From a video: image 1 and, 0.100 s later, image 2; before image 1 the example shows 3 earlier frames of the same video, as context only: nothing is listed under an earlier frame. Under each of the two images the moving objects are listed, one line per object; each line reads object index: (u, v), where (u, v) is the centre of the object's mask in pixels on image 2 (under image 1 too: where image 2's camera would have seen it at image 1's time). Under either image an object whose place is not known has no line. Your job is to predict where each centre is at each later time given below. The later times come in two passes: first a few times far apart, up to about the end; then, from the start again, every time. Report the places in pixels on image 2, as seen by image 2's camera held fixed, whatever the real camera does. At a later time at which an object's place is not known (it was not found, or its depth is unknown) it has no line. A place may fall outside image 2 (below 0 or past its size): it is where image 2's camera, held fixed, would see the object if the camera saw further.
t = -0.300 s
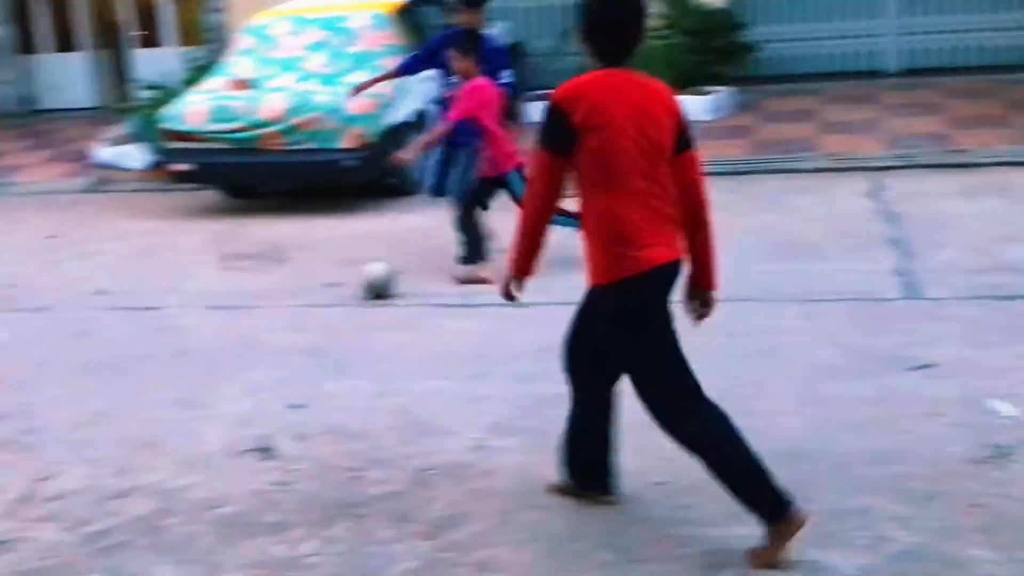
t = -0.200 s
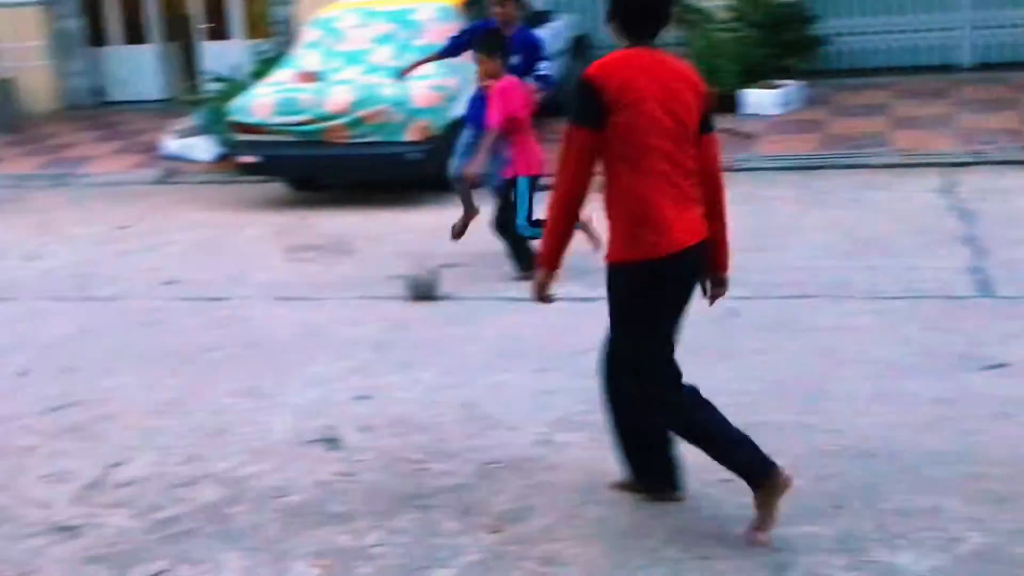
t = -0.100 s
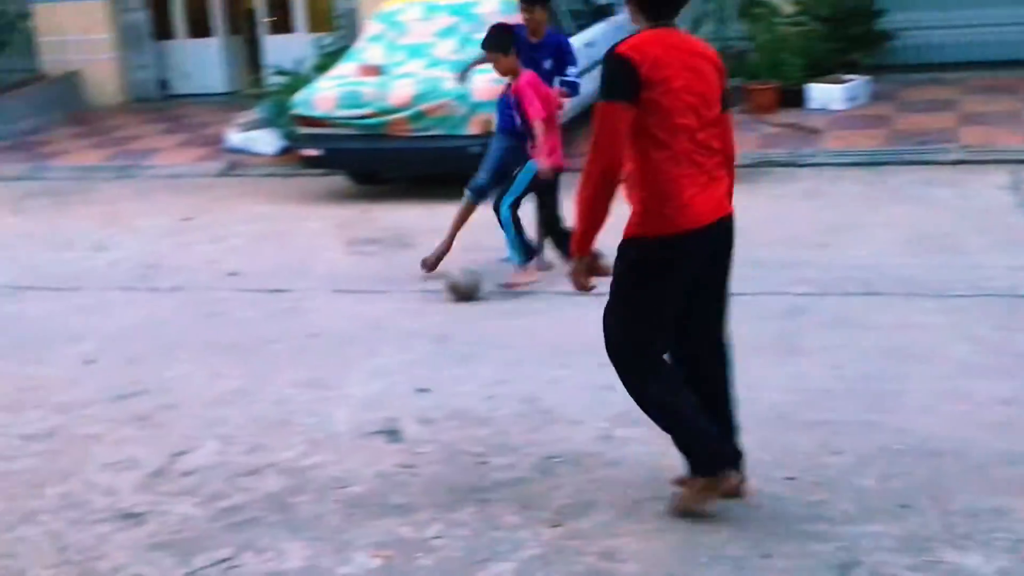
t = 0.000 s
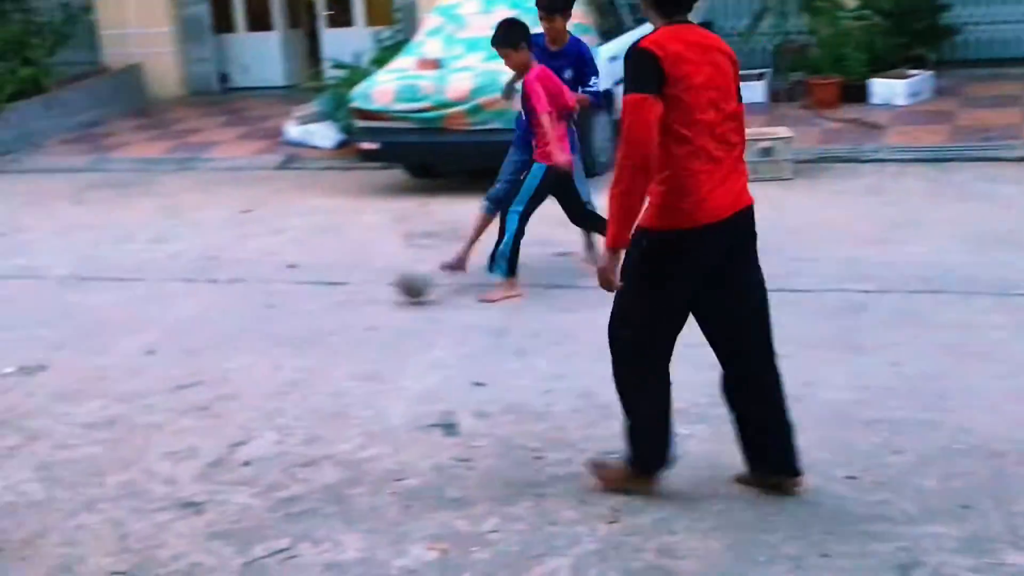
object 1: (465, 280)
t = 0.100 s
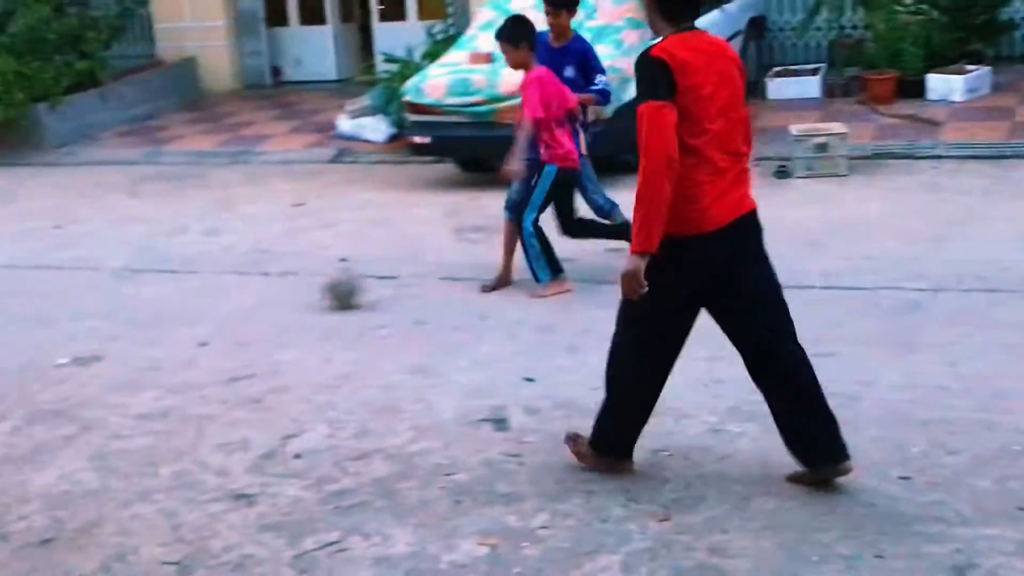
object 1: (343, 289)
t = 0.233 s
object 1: (202, 301)
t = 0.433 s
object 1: (25, 317)
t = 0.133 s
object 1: (306, 292)
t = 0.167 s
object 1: (268, 296)
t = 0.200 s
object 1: (234, 300)
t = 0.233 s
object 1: (202, 301)
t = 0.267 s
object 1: (170, 306)
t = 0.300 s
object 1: (139, 310)
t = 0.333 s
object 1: (110, 310)
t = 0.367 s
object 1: (81, 311)
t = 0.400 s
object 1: (51, 313)
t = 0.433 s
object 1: (25, 317)
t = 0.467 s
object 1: (0, 316)
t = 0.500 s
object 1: (-23, 319)
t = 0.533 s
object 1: (-44, 319)
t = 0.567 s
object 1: (-65, 312)
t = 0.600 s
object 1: (-87, 308)
